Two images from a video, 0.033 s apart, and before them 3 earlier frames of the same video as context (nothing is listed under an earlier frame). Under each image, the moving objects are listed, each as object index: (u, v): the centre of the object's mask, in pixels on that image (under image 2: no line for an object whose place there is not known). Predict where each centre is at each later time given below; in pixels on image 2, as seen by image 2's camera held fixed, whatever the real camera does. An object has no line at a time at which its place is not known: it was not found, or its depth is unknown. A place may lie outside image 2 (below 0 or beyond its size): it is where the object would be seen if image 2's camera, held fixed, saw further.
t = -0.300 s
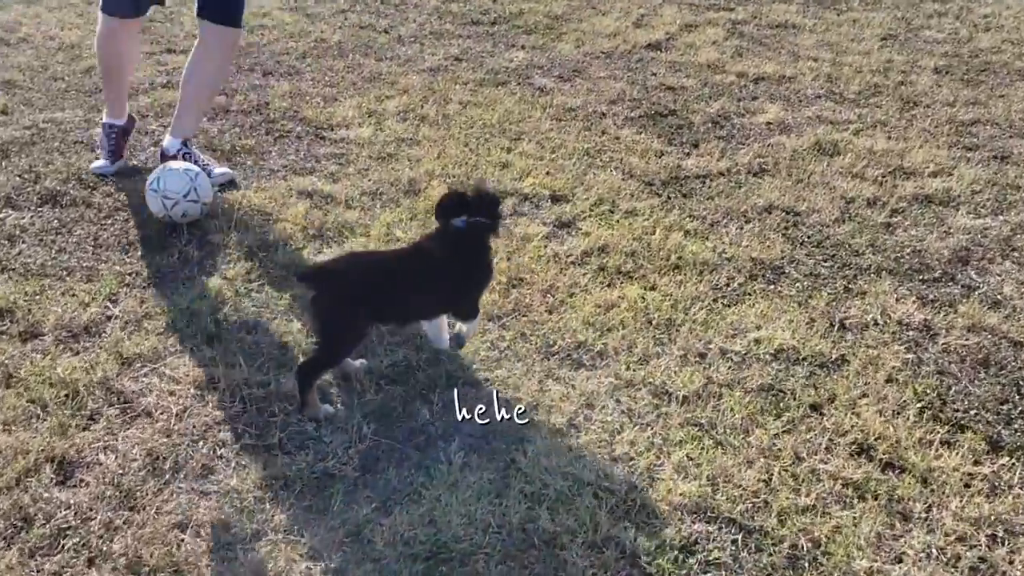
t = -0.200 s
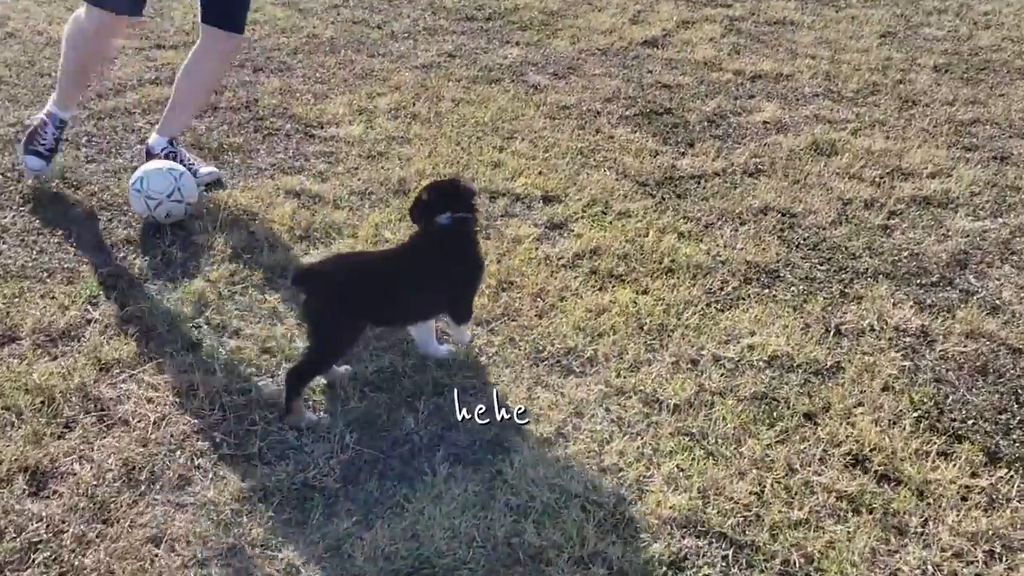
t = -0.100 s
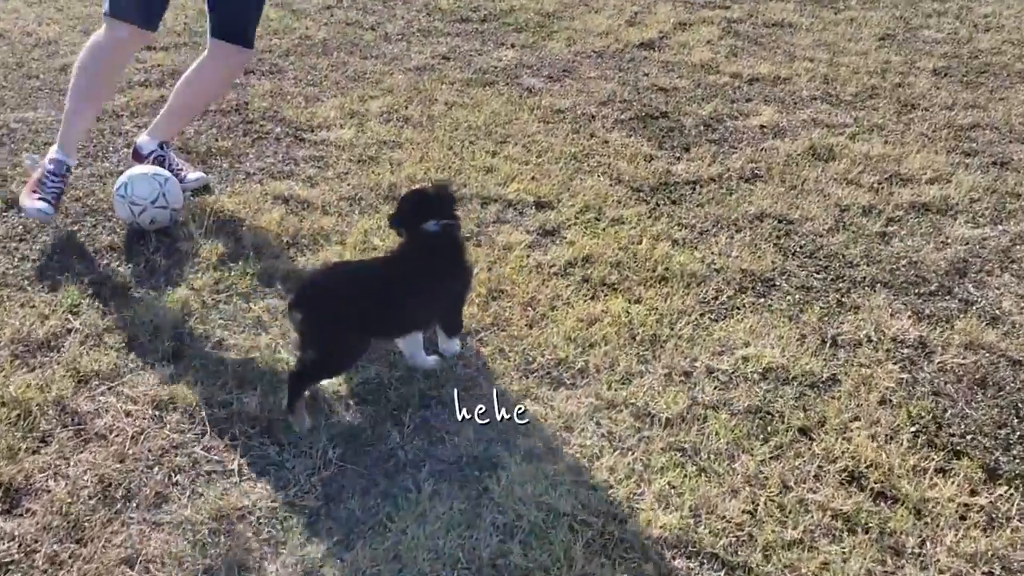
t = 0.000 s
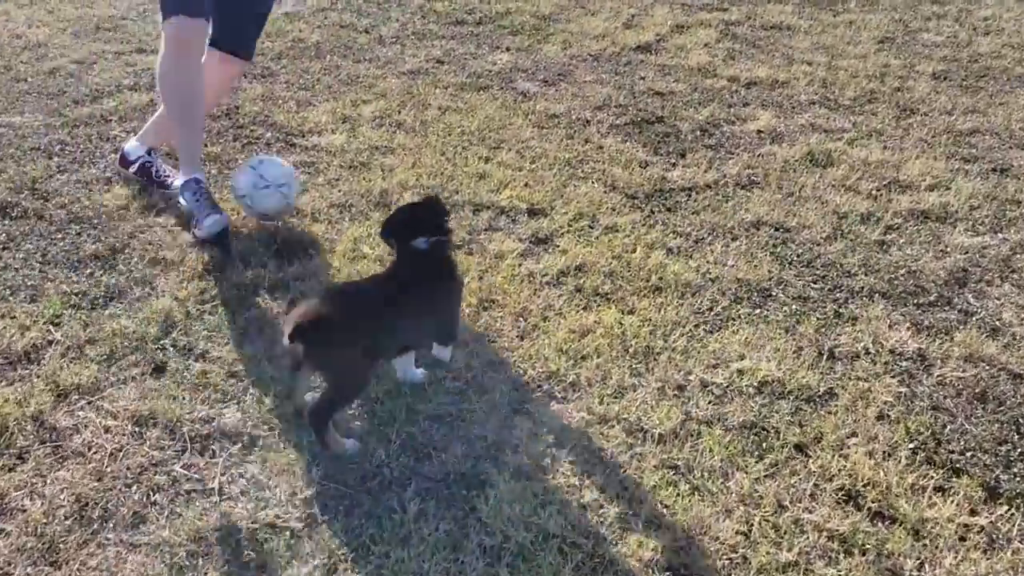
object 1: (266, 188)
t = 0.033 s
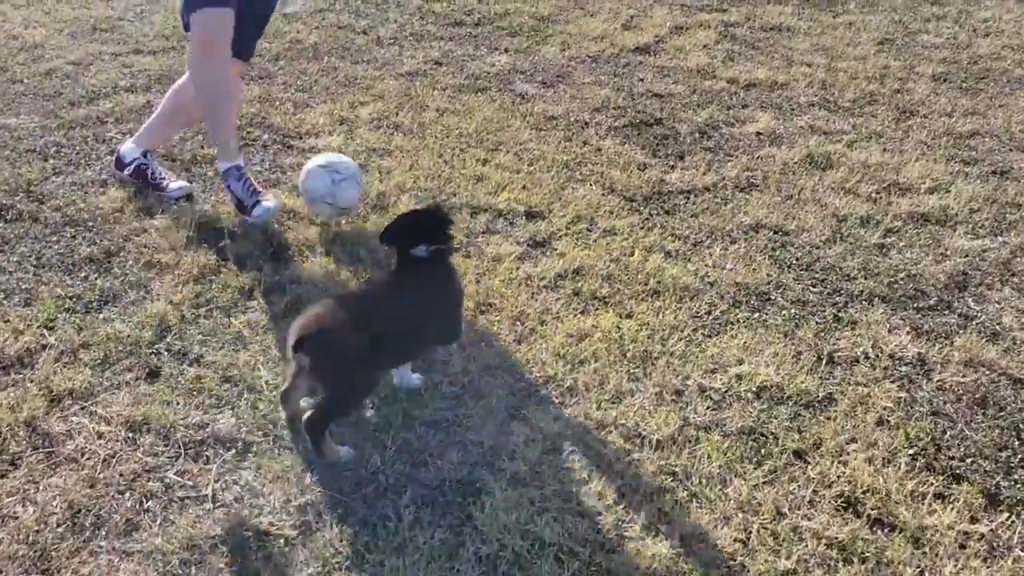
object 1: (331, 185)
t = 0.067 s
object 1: (398, 183)
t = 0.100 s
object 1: (462, 181)
